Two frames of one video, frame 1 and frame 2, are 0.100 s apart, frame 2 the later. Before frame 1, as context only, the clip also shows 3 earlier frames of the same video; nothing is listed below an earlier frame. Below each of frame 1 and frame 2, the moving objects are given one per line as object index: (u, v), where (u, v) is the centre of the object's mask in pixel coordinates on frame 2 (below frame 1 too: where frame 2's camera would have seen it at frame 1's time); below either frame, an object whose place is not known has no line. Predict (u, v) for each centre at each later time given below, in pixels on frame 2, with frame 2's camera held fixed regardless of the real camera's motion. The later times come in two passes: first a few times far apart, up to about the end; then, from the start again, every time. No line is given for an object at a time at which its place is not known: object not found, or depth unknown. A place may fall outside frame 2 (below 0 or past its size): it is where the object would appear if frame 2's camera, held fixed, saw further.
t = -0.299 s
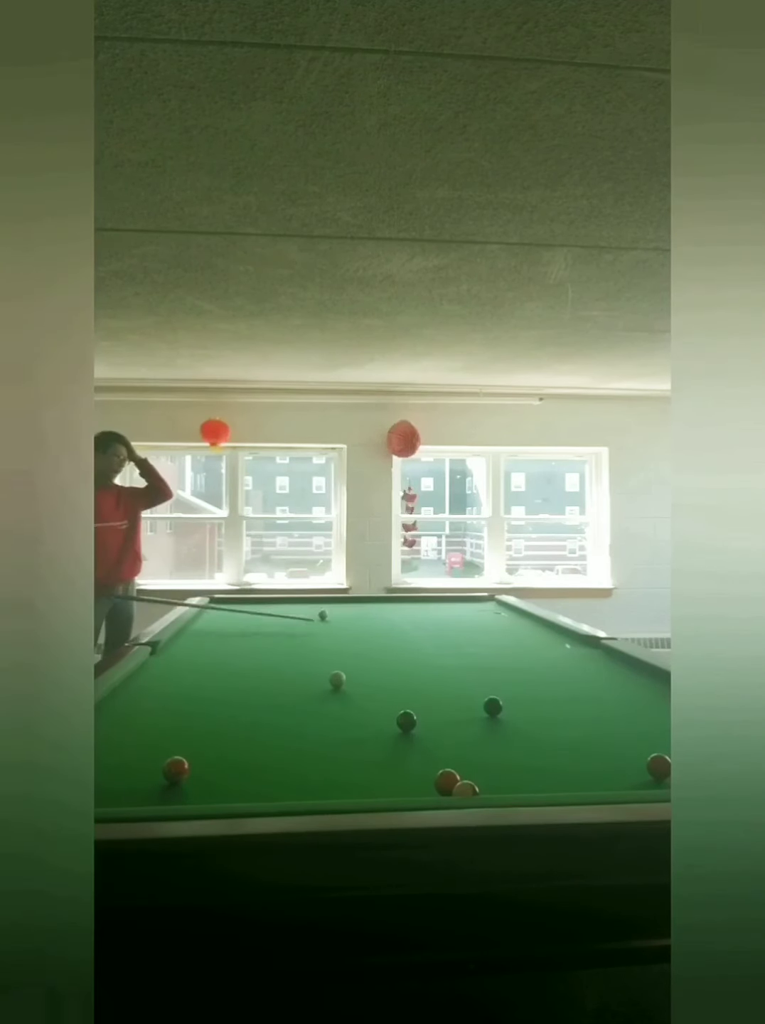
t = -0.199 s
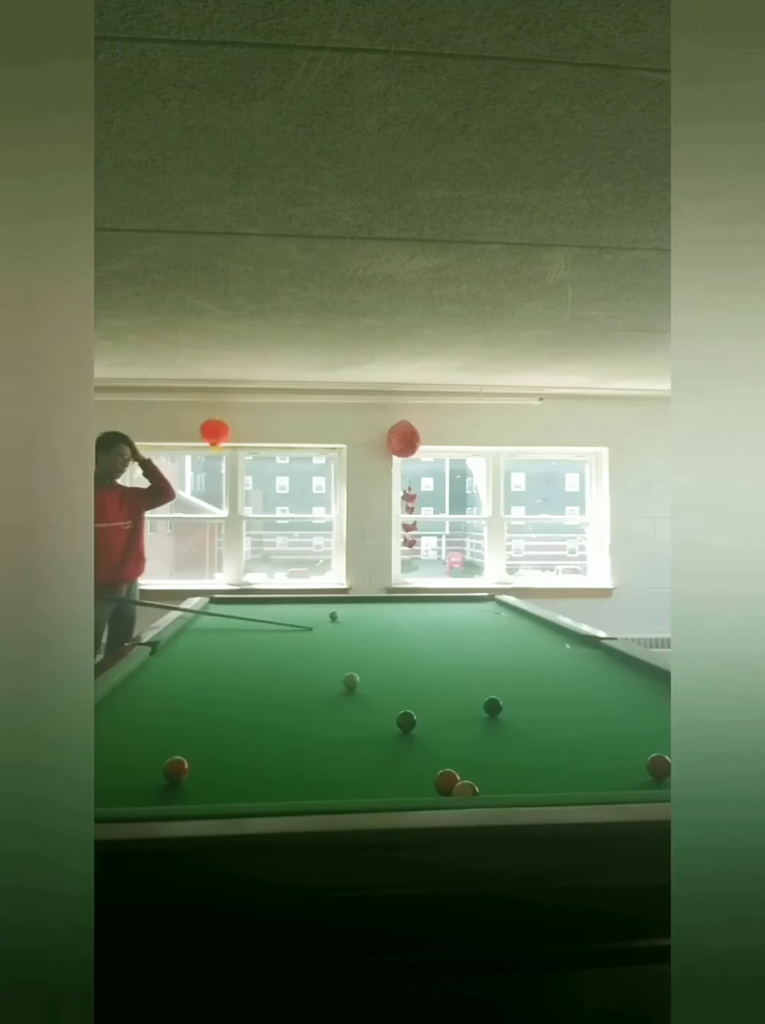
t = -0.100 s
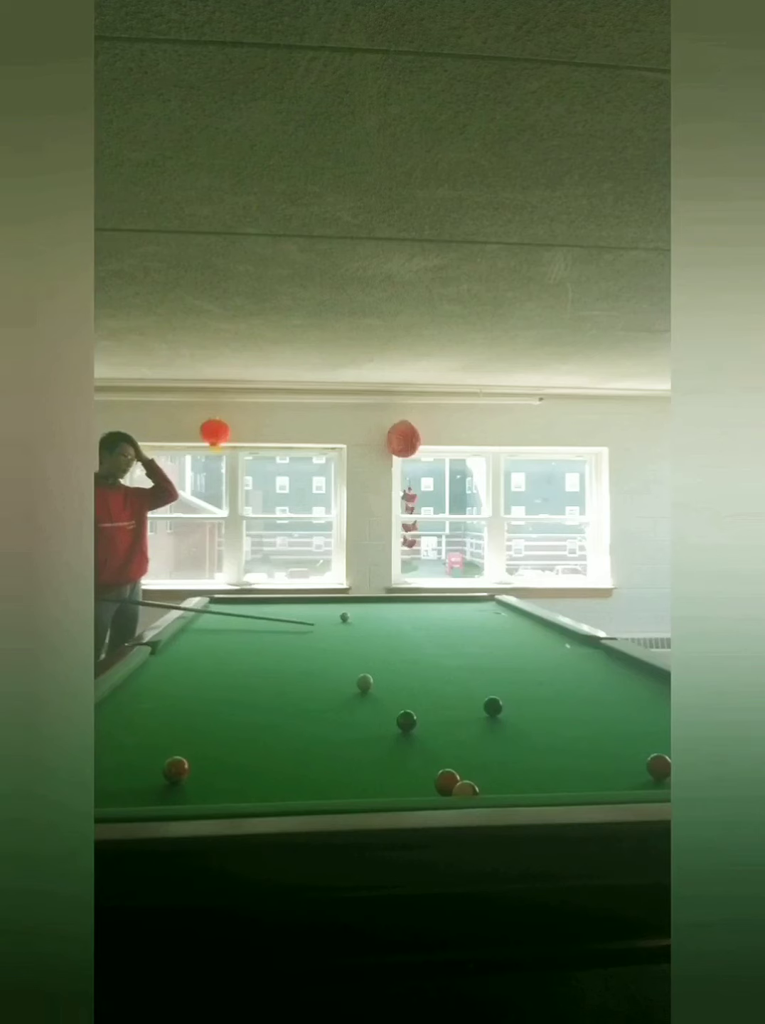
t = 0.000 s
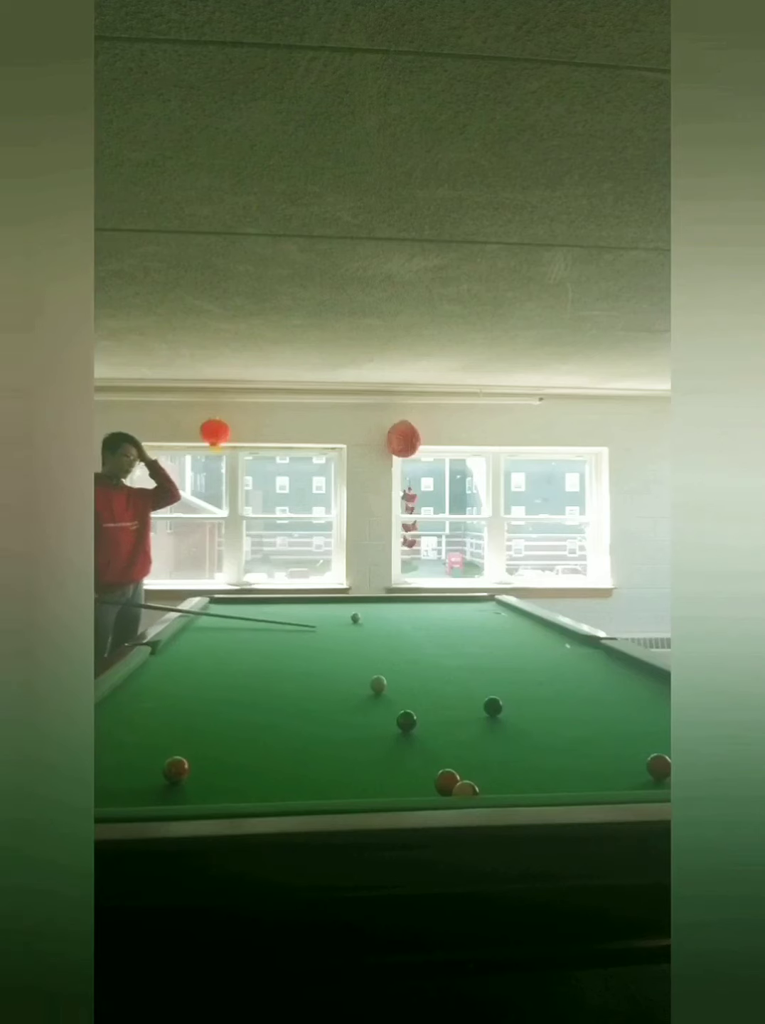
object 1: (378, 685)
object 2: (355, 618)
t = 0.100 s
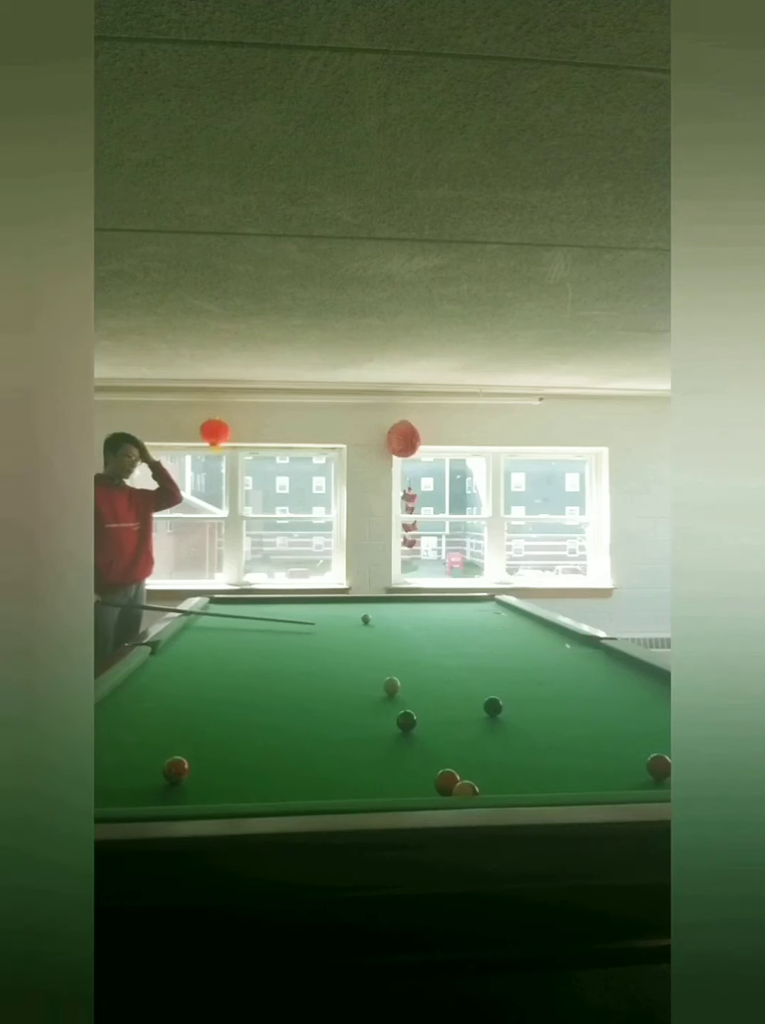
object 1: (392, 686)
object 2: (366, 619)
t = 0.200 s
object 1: (405, 688)
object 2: (377, 620)
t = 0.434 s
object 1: (434, 691)
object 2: (401, 622)
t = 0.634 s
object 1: (459, 694)
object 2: (422, 624)
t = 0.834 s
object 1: (482, 695)
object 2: (443, 626)
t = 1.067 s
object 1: (510, 700)
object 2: (467, 629)
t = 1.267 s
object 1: (531, 703)
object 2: (487, 631)
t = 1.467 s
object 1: (551, 706)
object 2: (508, 633)
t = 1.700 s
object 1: (572, 708)
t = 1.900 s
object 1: (589, 711)
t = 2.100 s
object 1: (604, 712)
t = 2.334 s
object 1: (618, 715)
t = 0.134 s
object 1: (396, 687)
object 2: (369, 619)
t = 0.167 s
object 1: (400, 687)
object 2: (373, 620)
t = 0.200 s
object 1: (405, 688)
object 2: (377, 620)
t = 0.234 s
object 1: (409, 688)
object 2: (380, 620)
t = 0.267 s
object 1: (413, 689)
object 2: (384, 620)
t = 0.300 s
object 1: (418, 689)
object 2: (387, 621)
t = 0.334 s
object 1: (422, 690)
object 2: (391, 621)
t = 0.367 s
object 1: (426, 690)
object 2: (394, 621)
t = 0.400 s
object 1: (430, 691)
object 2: (398, 621)
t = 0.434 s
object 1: (434, 691)
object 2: (401, 622)
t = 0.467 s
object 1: (439, 692)
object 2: (405, 622)
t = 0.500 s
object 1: (443, 692)
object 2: (408, 623)
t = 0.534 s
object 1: (447, 693)
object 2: (412, 623)
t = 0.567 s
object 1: (451, 693)
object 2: (415, 623)
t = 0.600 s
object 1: (455, 694)
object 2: (419, 624)
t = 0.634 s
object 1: (459, 694)
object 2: (422, 624)
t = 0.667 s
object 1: (463, 695)
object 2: (426, 624)
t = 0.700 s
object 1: (467, 695)
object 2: (429, 625)
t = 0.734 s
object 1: (471, 695)
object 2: (433, 625)
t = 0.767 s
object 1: (475, 696)
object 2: (436, 625)
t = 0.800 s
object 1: (479, 696)
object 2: (440, 626)
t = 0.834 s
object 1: (482, 695)
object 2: (443, 626)
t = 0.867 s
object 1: (485, 694)
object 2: (447, 626)
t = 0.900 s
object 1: (490, 693)
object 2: (450, 627)
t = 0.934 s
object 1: (495, 693)
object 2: (453, 627)
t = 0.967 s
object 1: (500, 695)
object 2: (457, 628)
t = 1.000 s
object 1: (504, 697)
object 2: (460, 628)
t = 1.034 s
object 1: (507, 699)
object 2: (464, 628)
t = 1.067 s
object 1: (510, 700)
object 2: (467, 629)
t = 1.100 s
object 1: (513, 700)
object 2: (471, 629)
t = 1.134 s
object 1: (517, 701)
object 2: (474, 629)
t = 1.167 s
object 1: (521, 701)
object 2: (478, 630)
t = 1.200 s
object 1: (524, 702)
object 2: (481, 630)
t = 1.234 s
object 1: (528, 702)
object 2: (484, 630)
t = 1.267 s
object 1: (531, 703)
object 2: (487, 631)
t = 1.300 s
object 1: (535, 703)
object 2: (491, 631)
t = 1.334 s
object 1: (538, 704)
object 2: (494, 631)
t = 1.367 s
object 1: (541, 704)
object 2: (498, 632)
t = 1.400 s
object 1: (545, 705)
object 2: (501, 632)
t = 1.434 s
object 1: (548, 705)
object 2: (505, 632)
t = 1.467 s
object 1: (551, 706)
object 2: (508, 633)
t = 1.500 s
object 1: (554, 706)
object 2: (511, 633)
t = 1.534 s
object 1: (557, 706)
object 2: (514, 633)
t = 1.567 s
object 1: (560, 707)
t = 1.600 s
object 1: (563, 707)
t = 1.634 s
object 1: (567, 708)
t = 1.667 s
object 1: (569, 708)
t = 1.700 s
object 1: (572, 708)
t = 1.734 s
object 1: (575, 709)
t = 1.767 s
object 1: (578, 709)
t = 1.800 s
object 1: (581, 710)
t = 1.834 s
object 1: (584, 710)
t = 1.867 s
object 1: (586, 710)
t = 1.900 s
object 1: (589, 711)
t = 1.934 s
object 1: (591, 711)
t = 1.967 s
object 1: (594, 711)
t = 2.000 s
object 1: (596, 712)
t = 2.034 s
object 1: (599, 712)
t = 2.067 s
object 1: (601, 712)
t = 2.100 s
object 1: (604, 712)
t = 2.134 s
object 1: (606, 713)
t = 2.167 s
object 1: (608, 713)
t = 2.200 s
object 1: (610, 713)
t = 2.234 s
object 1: (612, 714)
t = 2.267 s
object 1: (614, 714)
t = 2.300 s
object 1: (616, 714)
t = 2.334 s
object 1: (618, 715)
